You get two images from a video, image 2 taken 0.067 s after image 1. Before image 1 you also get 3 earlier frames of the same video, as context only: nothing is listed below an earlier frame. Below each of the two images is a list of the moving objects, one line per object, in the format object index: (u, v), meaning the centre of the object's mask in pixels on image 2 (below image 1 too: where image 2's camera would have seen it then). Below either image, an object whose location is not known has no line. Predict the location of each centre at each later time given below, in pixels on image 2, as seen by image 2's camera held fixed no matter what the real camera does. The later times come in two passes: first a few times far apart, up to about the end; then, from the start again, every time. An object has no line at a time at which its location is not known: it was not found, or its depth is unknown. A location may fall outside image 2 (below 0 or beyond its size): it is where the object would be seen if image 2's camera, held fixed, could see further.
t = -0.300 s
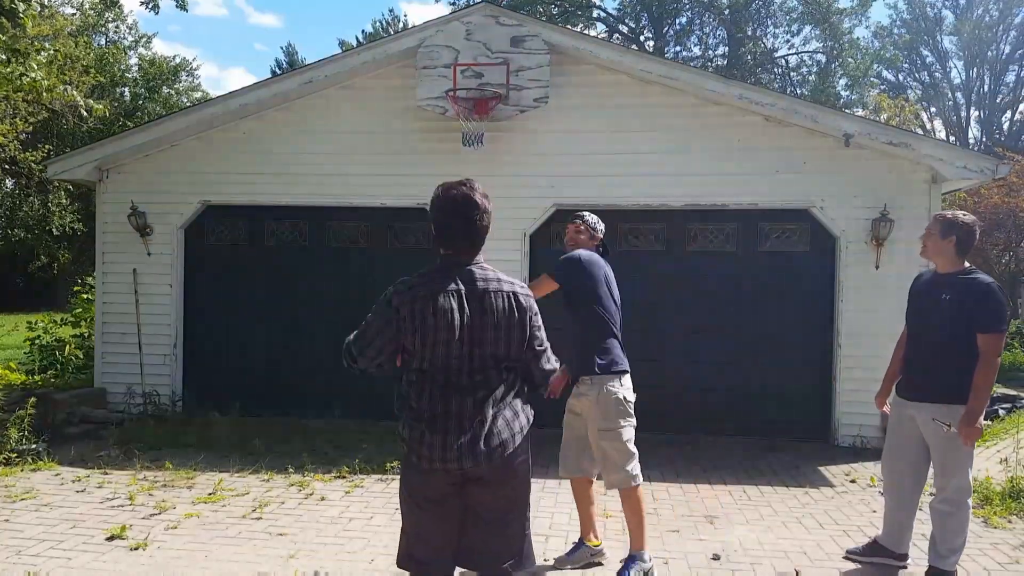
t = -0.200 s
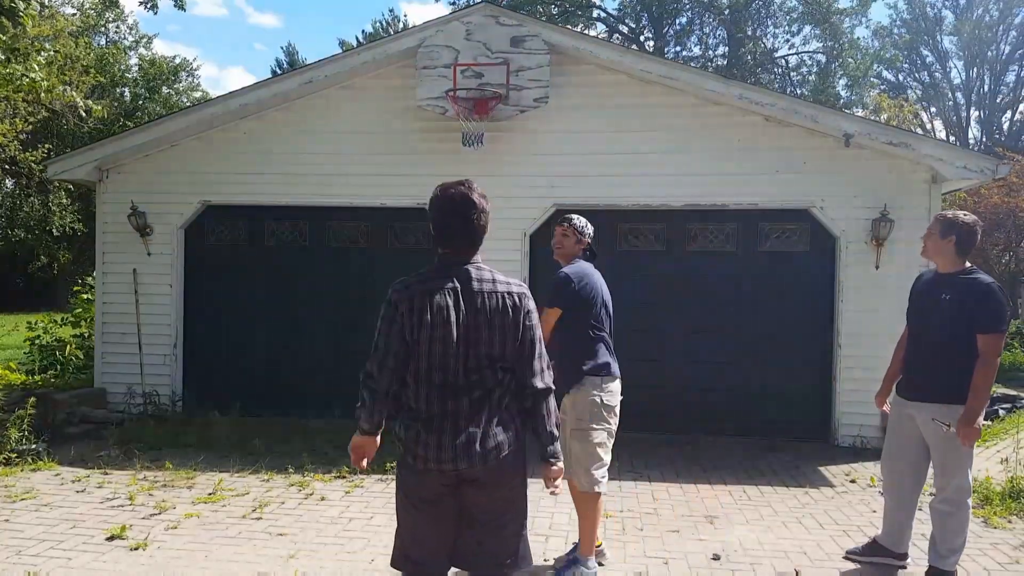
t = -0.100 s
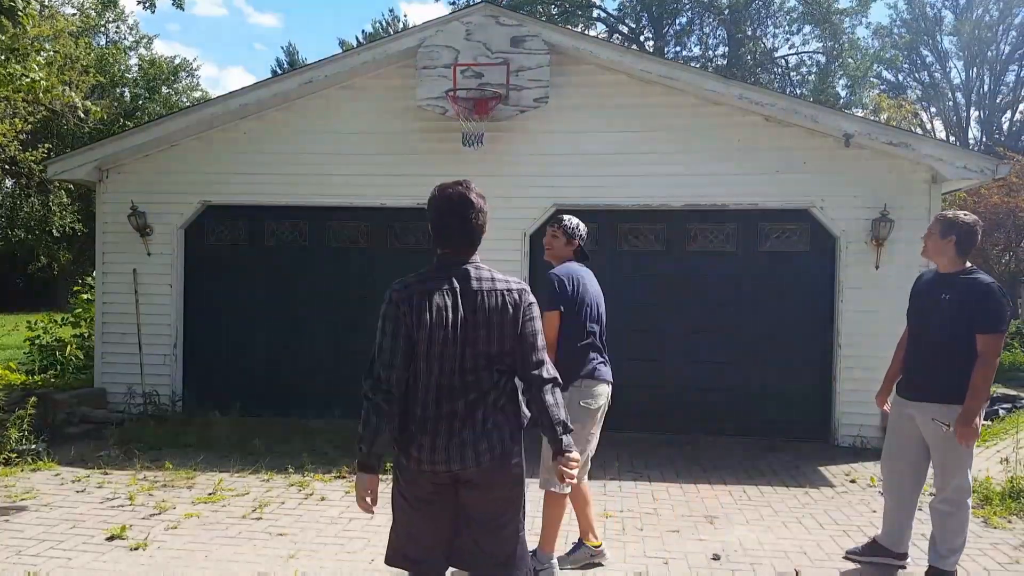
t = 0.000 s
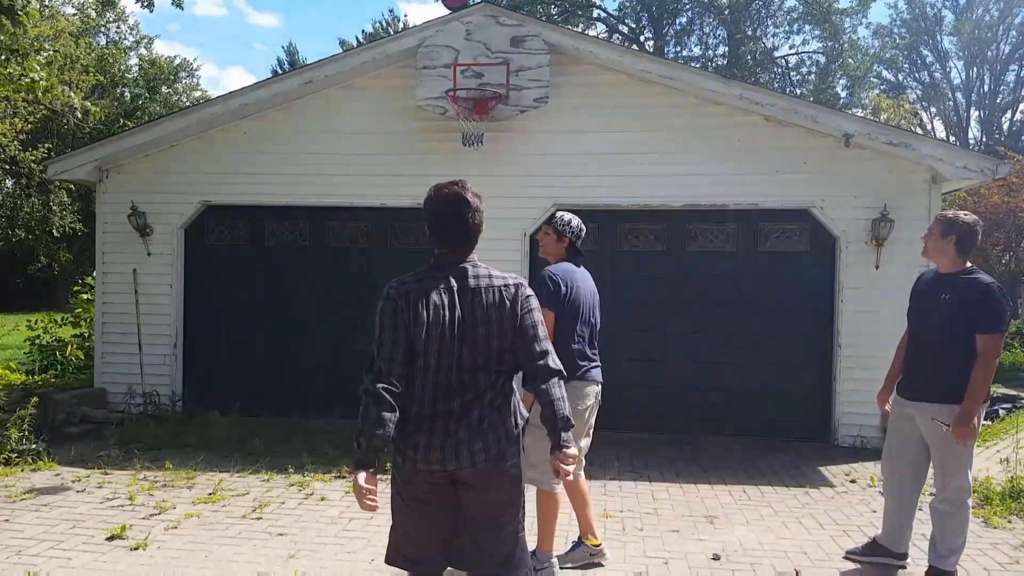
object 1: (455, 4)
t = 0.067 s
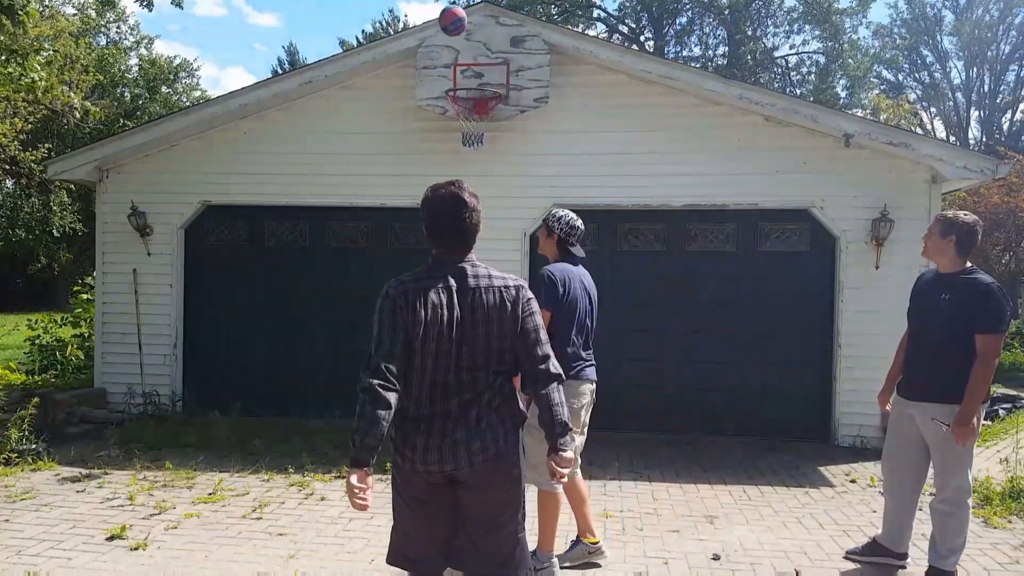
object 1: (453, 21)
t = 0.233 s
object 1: (442, 78)
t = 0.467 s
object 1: (382, 97)
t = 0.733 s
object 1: (294, 200)
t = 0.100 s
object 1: (452, 34)
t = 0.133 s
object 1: (450, 49)
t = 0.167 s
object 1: (449, 64)
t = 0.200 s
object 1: (446, 71)
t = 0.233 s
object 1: (442, 78)
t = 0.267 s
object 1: (438, 85)
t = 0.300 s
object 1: (430, 84)
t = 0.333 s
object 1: (421, 84)
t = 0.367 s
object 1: (411, 85)
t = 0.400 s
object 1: (402, 88)
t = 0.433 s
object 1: (392, 92)
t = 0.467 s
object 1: (382, 97)
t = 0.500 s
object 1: (372, 104)
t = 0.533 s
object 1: (361, 113)
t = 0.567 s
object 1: (351, 123)
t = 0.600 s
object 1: (340, 135)
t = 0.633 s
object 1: (329, 149)
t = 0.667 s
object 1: (318, 164)
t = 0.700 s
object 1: (306, 181)
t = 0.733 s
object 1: (294, 200)
